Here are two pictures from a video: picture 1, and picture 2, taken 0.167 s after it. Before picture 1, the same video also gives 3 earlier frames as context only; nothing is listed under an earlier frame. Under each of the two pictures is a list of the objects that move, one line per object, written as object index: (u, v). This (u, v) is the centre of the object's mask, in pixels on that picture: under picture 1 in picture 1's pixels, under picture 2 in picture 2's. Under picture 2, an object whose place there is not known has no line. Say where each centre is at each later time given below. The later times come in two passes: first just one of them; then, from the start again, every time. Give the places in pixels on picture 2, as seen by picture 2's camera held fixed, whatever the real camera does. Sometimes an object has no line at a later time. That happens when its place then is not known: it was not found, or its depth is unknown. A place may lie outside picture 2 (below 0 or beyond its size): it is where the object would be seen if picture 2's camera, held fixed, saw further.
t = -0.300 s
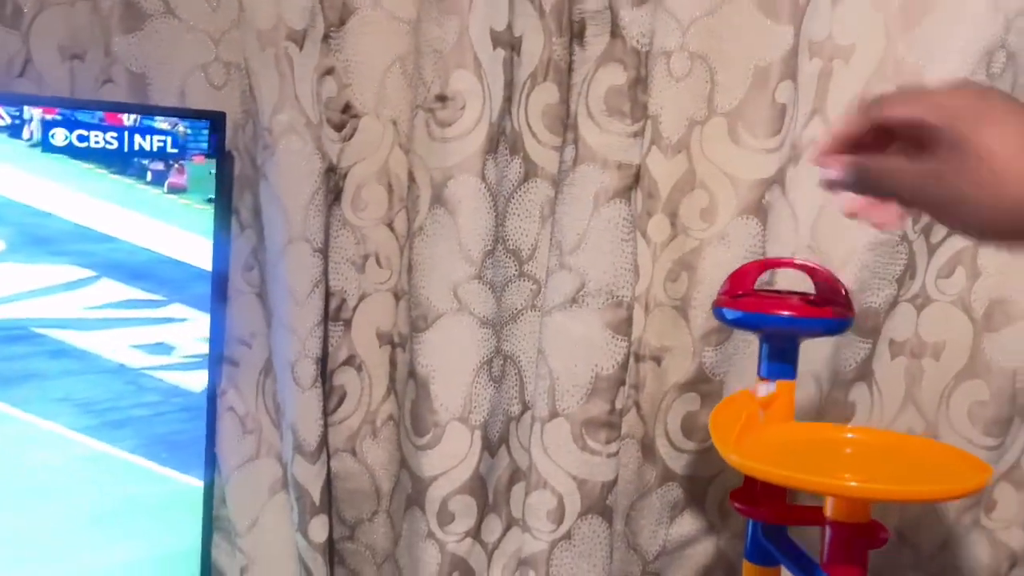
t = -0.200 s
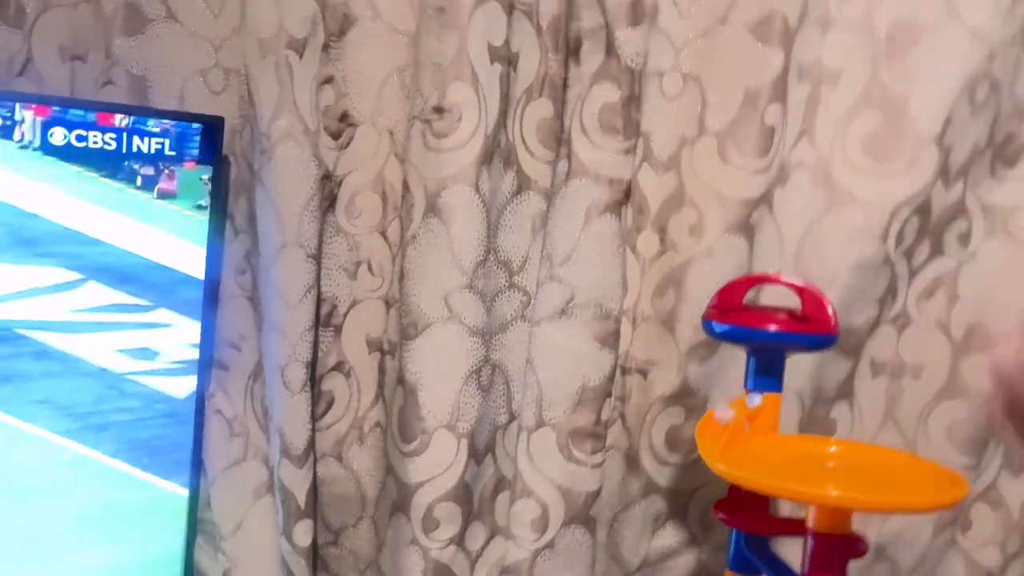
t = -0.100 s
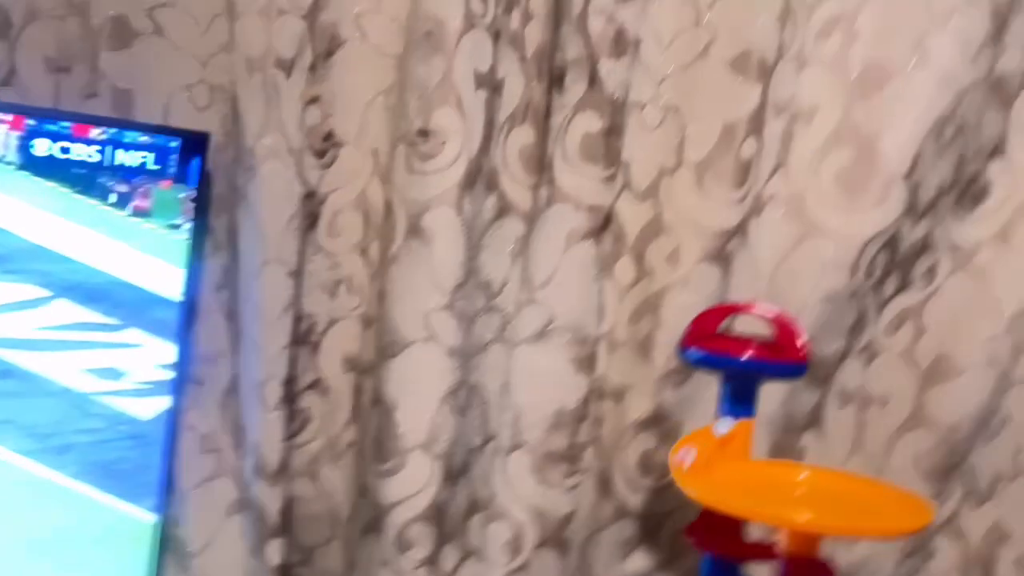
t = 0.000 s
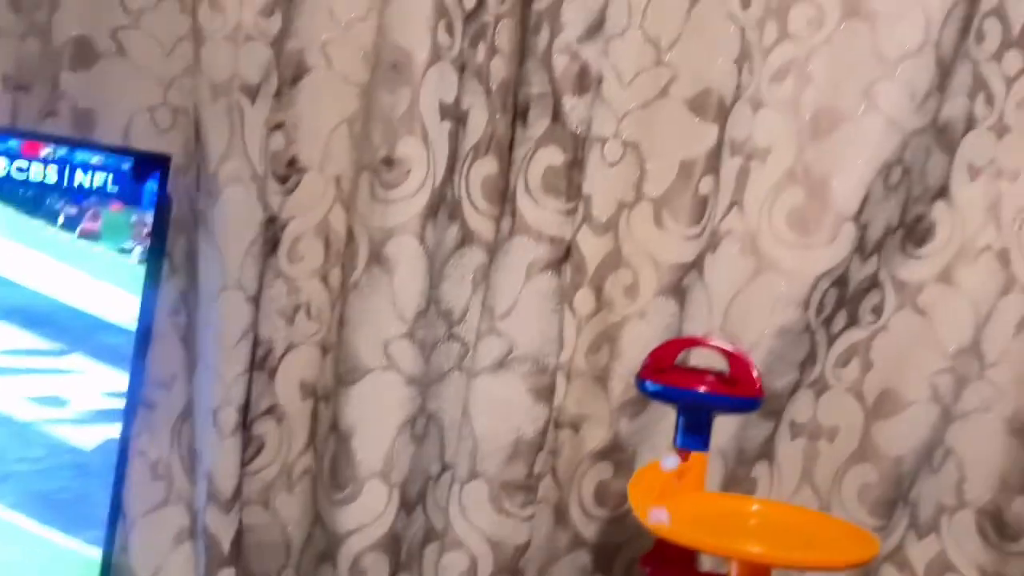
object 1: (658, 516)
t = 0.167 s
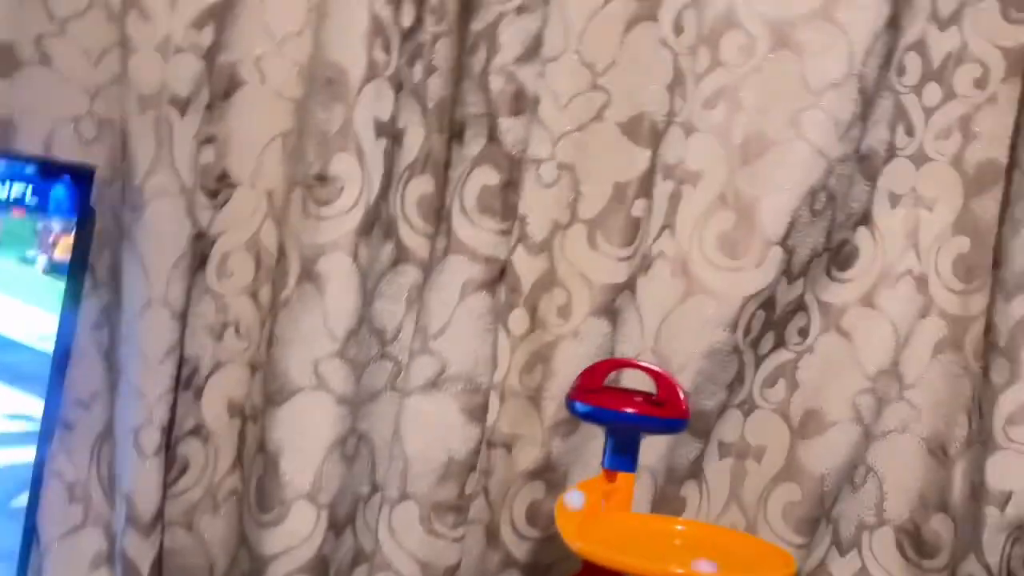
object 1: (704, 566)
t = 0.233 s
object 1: (746, 570)
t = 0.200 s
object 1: (727, 569)
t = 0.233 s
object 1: (746, 570)
